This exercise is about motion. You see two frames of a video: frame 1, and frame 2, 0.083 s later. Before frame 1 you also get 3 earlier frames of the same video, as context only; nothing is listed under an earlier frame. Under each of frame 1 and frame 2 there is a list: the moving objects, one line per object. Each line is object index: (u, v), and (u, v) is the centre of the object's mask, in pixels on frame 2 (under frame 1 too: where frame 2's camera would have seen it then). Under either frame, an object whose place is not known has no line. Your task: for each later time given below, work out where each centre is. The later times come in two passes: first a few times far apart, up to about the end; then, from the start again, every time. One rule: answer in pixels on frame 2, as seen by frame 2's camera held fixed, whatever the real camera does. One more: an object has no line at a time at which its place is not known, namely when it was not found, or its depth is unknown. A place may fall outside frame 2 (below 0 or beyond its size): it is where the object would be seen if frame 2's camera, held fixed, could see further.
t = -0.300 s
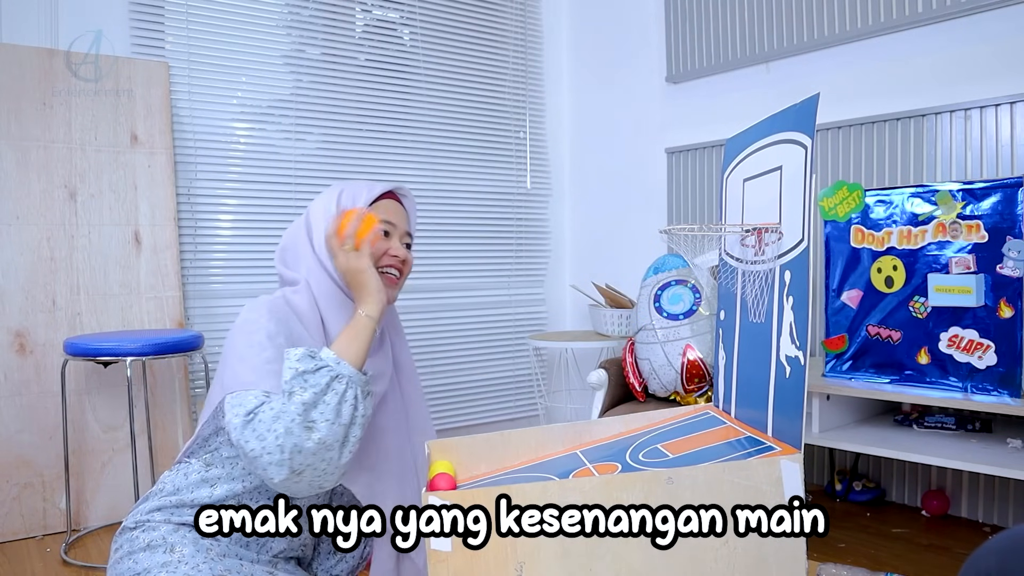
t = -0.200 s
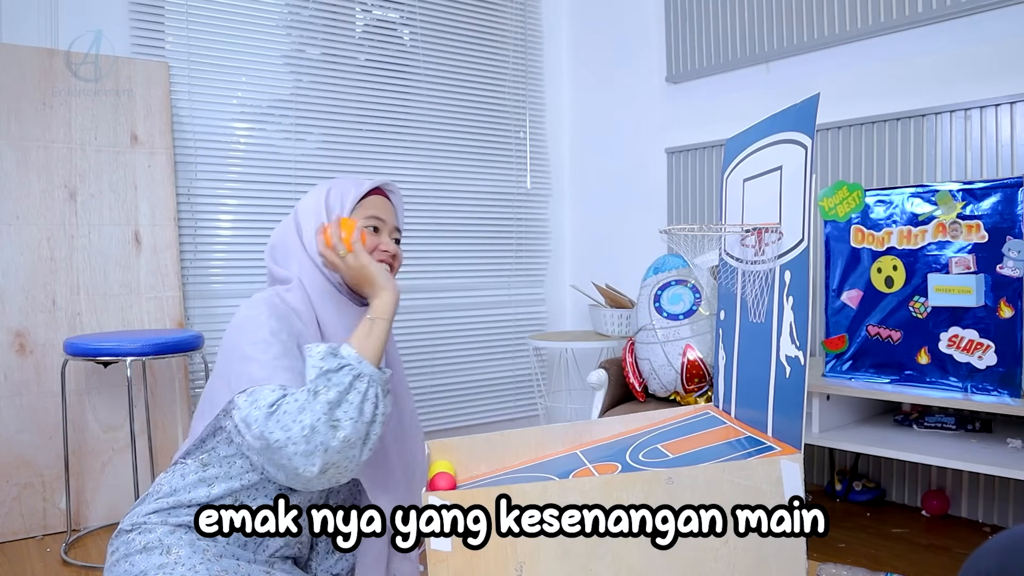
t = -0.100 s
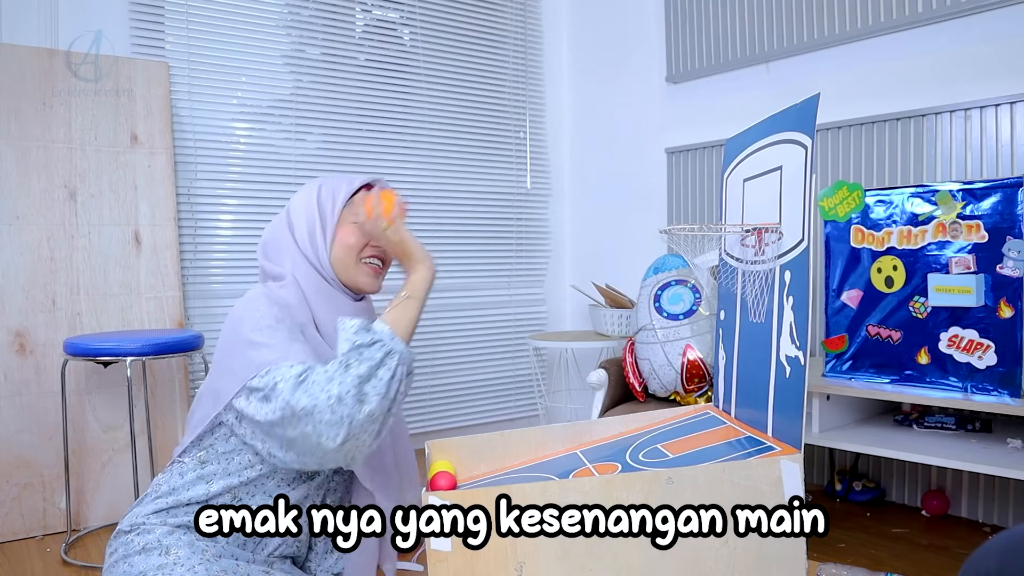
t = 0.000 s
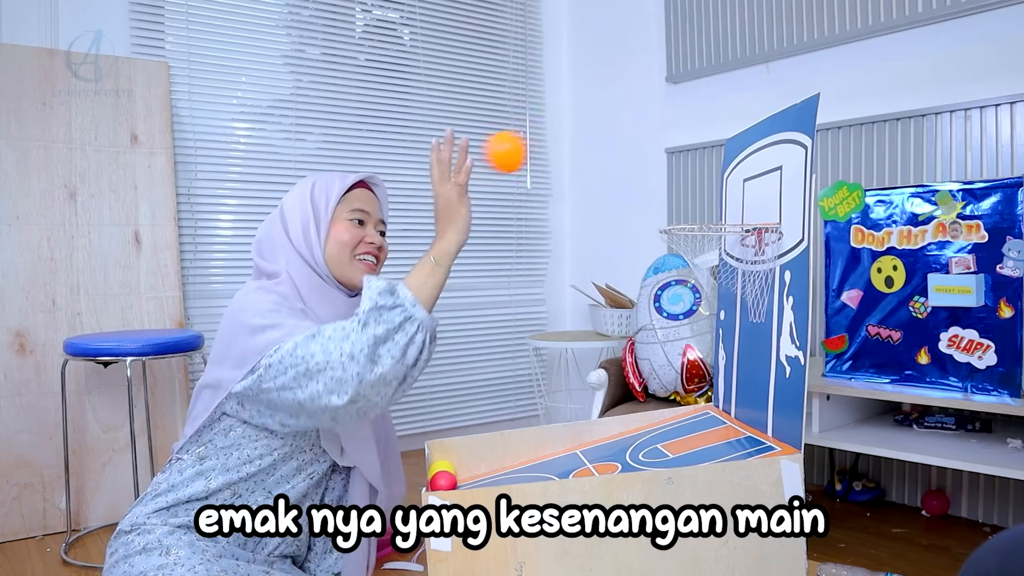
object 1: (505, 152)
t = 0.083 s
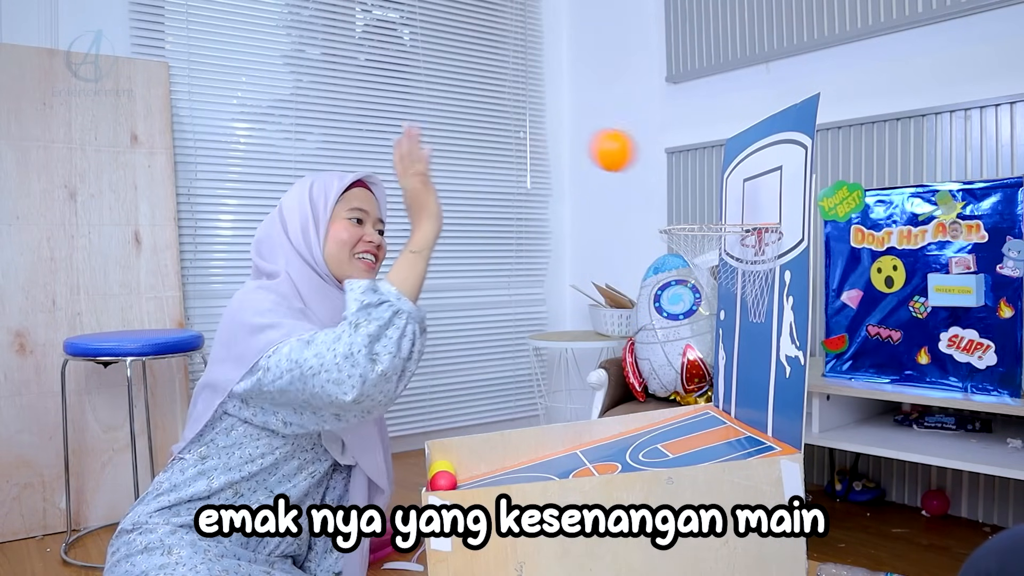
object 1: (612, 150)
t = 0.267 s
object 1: (720, 255)
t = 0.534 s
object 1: (680, 371)
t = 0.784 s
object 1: (542, 431)
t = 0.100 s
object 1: (633, 155)
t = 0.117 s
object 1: (654, 163)
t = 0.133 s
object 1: (675, 172)
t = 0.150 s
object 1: (695, 182)
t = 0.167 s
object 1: (716, 196)
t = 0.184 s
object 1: (734, 207)
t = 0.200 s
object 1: (730, 218)
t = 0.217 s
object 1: (727, 225)
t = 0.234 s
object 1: (724, 233)
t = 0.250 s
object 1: (722, 243)
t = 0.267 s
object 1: (720, 255)
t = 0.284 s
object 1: (717, 267)
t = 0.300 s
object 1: (716, 277)
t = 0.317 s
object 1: (716, 286)
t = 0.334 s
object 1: (718, 295)
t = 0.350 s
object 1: (720, 305)
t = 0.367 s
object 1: (722, 317)
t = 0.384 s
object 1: (724, 330)
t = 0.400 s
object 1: (726, 345)
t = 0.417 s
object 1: (729, 362)
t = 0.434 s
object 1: (726, 380)
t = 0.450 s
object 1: (722, 398)
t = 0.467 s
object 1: (714, 401)
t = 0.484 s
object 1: (704, 391)
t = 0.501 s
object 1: (696, 384)
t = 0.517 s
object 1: (689, 377)
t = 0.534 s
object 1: (680, 371)
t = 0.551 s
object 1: (670, 368)
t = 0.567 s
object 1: (661, 366)
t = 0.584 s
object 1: (652, 366)
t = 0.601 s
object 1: (643, 368)
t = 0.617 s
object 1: (633, 372)
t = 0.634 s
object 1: (625, 378)
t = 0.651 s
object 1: (617, 384)
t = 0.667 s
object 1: (610, 392)
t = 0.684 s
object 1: (601, 403)
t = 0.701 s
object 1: (592, 415)
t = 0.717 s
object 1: (582, 430)
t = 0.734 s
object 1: (574, 436)
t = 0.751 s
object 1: (564, 432)
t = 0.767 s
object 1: (553, 430)
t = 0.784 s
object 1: (542, 431)
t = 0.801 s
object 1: (532, 432)
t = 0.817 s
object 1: (522, 435)
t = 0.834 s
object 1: (511, 440)
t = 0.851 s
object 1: (501, 446)
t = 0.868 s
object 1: (490, 455)
